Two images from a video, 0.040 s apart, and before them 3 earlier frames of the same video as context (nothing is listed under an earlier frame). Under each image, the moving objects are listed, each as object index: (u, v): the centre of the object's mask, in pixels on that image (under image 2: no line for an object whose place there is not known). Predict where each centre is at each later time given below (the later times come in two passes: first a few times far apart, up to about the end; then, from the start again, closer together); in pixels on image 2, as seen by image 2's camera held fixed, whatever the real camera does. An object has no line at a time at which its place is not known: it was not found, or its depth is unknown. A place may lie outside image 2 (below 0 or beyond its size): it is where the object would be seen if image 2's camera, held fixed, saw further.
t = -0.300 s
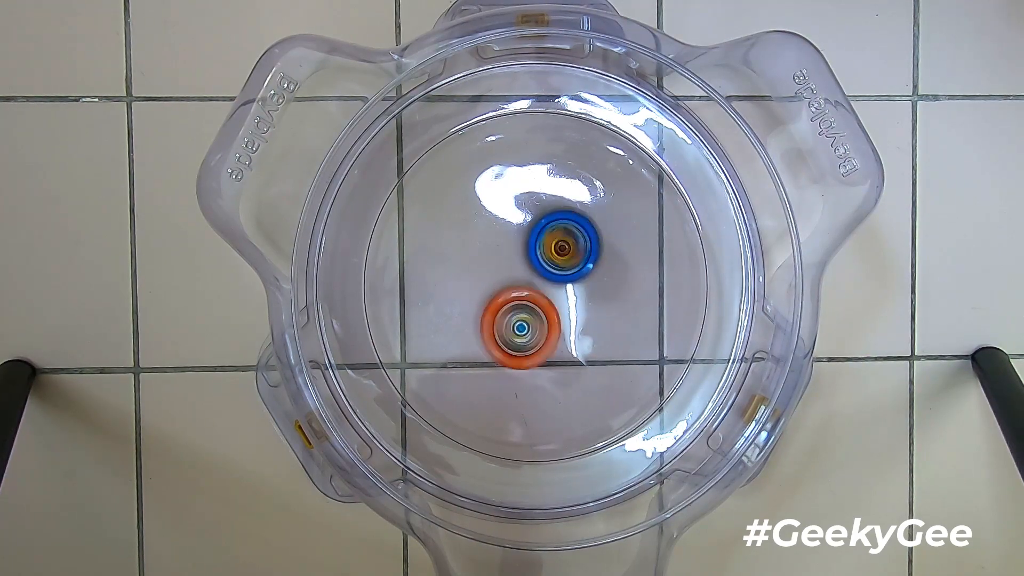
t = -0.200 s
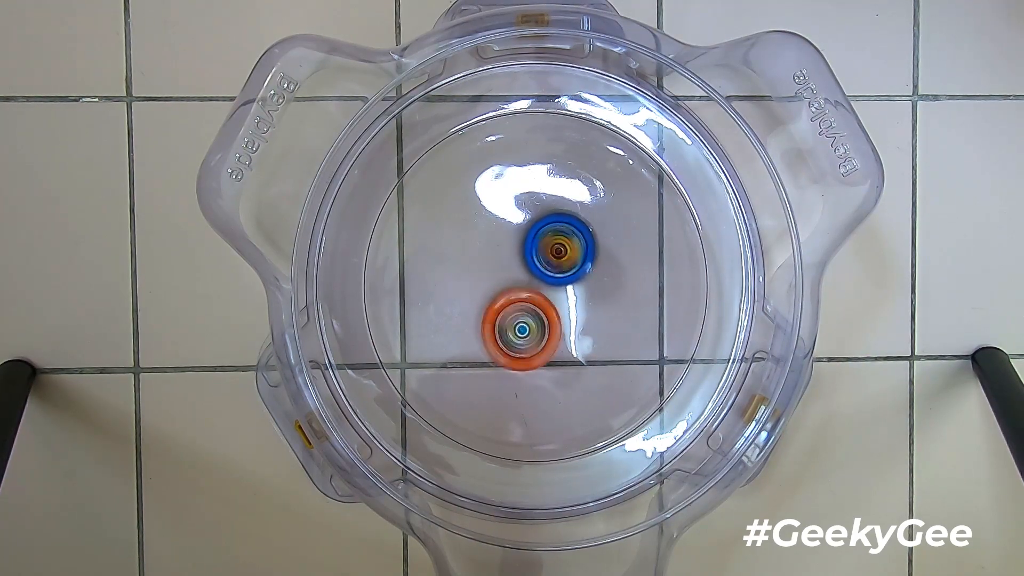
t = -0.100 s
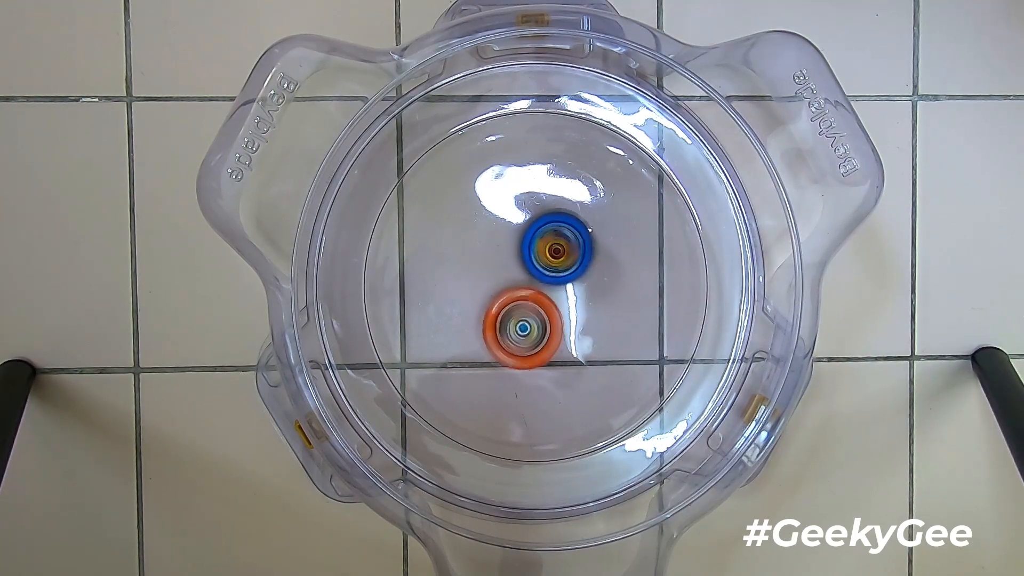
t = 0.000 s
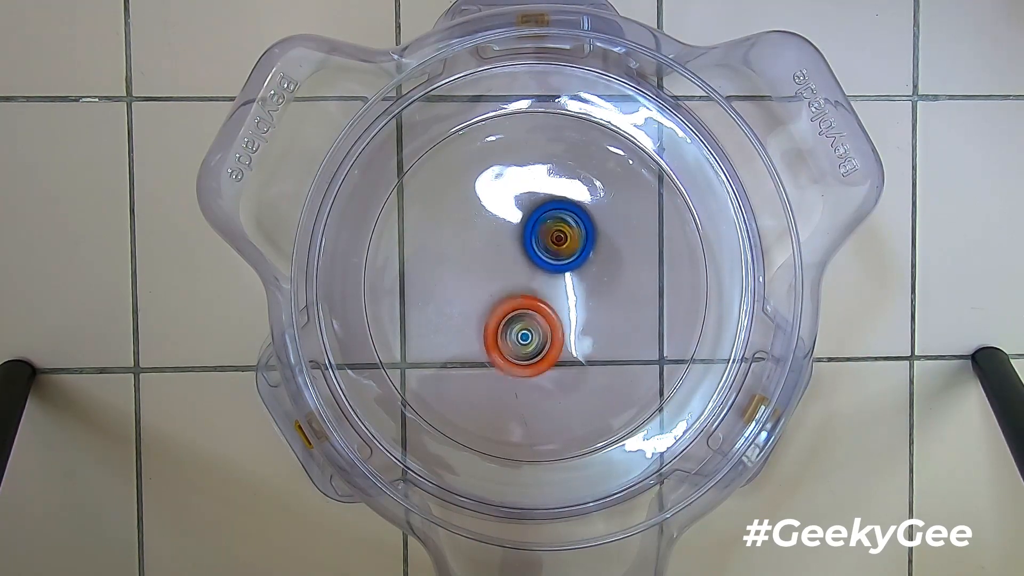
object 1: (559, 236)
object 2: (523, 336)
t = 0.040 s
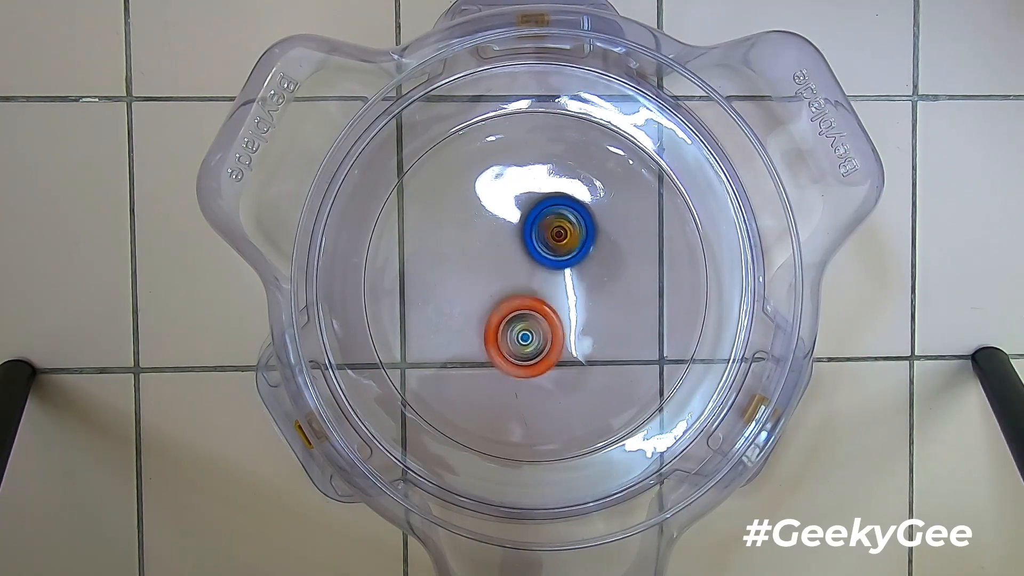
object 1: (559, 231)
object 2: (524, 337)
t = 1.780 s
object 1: (571, 224)
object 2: (516, 329)
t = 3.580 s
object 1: (579, 249)
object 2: (520, 308)
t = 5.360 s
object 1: (510, 227)
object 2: (575, 310)
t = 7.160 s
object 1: (505, 231)
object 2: (591, 350)
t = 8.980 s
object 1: (493, 271)
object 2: (565, 300)
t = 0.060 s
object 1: (558, 232)
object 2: (525, 336)
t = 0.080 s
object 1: (557, 233)
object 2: (525, 336)
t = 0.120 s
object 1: (556, 234)
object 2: (526, 335)
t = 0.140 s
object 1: (556, 234)
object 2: (527, 335)
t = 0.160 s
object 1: (556, 235)
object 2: (527, 334)
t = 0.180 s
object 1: (556, 236)
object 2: (528, 334)
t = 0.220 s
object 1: (556, 239)
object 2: (529, 333)
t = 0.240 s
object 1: (555, 239)
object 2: (529, 332)
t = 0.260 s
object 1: (555, 240)
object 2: (531, 332)
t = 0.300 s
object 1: (553, 243)
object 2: (531, 331)
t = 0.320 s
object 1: (552, 245)
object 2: (531, 331)
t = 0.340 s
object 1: (552, 247)
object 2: (532, 331)
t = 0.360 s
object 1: (551, 248)
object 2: (532, 331)
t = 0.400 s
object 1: (549, 248)
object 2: (531, 334)
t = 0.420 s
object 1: (549, 248)
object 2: (531, 335)
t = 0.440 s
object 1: (548, 249)
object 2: (531, 334)
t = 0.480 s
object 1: (549, 250)
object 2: (531, 333)
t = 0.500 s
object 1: (549, 250)
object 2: (532, 333)
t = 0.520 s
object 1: (548, 251)
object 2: (532, 333)
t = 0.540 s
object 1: (549, 248)
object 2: (531, 336)
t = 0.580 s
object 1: (552, 241)
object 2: (529, 344)
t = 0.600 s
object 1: (552, 239)
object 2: (529, 345)
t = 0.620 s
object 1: (553, 238)
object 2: (528, 346)
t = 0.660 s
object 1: (553, 238)
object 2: (528, 345)
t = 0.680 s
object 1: (552, 239)
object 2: (529, 343)
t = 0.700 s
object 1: (553, 240)
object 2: (528, 342)
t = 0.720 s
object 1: (552, 240)
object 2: (529, 339)
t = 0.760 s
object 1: (553, 242)
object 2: (530, 332)
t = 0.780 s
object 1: (553, 244)
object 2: (530, 329)
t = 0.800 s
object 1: (553, 245)
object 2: (531, 324)
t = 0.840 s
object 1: (555, 241)
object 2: (531, 323)
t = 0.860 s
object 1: (556, 238)
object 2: (530, 324)
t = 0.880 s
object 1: (557, 237)
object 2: (530, 322)
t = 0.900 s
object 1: (557, 237)
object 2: (528, 322)
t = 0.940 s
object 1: (557, 237)
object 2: (528, 318)
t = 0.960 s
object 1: (558, 238)
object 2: (528, 315)
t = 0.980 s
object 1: (558, 238)
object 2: (528, 314)
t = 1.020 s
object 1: (559, 235)
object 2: (528, 312)
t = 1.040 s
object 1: (560, 234)
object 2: (527, 311)
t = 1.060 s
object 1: (560, 233)
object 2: (527, 310)
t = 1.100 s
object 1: (559, 233)
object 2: (528, 309)
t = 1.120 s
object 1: (560, 234)
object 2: (527, 309)
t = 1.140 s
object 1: (560, 233)
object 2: (528, 310)
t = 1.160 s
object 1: (559, 233)
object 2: (526, 310)
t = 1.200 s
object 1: (559, 233)
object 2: (526, 310)
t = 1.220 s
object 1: (559, 233)
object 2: (527, 311)
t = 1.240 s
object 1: (559, 233)
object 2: (527, 312)
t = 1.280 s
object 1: (561, 229)
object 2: (524, 315)
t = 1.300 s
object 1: (563, 227)
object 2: (523, 316)
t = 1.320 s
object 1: (564, 226)
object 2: (523, 317)
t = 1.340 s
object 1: (564, 226)
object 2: (521, 317)
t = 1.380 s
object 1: (564, 227)
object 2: (522, 315)
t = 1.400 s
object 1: (564, 228)
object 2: (523, 315)
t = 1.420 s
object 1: (564, 228)
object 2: (523, 315)
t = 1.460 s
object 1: (563, 230)
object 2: (523, 315)
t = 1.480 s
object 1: (563, 231)
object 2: (524, 314)
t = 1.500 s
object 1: (563, 231)
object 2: (525, 316)
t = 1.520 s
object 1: (563, 232)
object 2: (524, 314)
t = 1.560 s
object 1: (563, 233)
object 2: (525, 315)
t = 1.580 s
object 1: (563, 234)
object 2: (526, 315)
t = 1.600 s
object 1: (562, 235)
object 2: (525, 315)
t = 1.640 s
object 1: (562, 238)
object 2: (526, 315)
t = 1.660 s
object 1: (562, 238)
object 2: (526, 316)
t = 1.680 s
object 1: (564, 234)
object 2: (522, 321)
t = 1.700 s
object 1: (567, 229)
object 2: (521, 324)
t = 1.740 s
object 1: (570, 225)
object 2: (518, 329)
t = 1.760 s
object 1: (571, 223)
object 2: (517, 330)
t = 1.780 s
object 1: (571, 224)
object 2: (516, 329)
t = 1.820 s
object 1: (570, 226)
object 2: (516, 328)
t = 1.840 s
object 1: (571, 227)
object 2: (517, 327)
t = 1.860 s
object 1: (570, 229)
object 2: (517, 325)
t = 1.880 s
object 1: (571, 230)
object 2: (519, 323)
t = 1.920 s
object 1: (571, 233)
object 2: (520, 319)
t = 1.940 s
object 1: (571, 235)
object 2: (521, 319)
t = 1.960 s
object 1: (571, 237)
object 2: (522, 316)
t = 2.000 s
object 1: (571, 240)
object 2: (523, 313)
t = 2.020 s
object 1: (571, 241)
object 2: (526, 311)
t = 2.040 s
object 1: (571, 243)
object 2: (526, 310)
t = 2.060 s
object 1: (572, 240)
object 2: (525, 311)
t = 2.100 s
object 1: (576, 236)
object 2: (522, 314)
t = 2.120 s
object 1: (576, 235)
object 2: (522, 314)
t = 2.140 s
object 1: (575, 235)
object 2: (521, 314)
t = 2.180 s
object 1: (575, 236)
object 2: (521, 313)
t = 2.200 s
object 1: (575, 238)
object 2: (522, 312)
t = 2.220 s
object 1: (575, 239)
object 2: (523, 312)
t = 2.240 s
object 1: (575, 240)
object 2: (523, 311)
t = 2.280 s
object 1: (575, 242)
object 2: (524, 311)
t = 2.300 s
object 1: (575, 243)
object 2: (526, 310)
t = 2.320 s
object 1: (575, 244)
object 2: (525, 310)
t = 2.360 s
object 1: (577, 244)
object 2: (525, 311)
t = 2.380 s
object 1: (578, 243)
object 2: (524, 311)
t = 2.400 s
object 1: (578, 243)
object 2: (523, 312)
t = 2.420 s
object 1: (578, 243)
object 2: (522, 312)
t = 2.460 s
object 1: (577, 245)
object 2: (522, 311)
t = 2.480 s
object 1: (578, 245)
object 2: (523, 310)
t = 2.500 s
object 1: (577, 246)
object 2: (524, 311)
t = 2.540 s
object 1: (577, 248)
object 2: (525, 310)
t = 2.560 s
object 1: (577, 249)
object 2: (525, 310)
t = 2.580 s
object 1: (577, 249)
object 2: (525, 311)
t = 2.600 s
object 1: (578, 249)
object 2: (524, 311)
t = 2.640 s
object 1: (580, 245)
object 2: (520, 316)
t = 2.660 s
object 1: (579, 244)
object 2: (519, 316)
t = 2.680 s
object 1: (579, 245)
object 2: (519, 317)
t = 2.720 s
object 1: (579, 247)
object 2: (519, 316)
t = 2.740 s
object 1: (579, 247)
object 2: (519, 317)
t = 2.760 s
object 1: (579, 248)
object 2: (518, 316)
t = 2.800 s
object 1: (579, 250)
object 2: (519, 315)
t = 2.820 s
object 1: (579, 250)
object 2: (520, 315)
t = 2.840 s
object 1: (578, 251)
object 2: (520, 316)
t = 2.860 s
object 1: (578, 252)
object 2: (521, 315)
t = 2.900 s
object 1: (578, 253)
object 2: (521, 316)
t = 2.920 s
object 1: (578, 253)
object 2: (522, 316)
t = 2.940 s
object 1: (578, 254)
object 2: (521, 315)
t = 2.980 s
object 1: (578, 254)
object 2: (522, 314)
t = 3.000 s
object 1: (578, 255)
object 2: (521, 314)
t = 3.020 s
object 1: (578, 253)
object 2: (520, 314)
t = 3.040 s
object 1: (579, 253)
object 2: (518, 315)
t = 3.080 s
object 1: (577, 254)
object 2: (519, 313)
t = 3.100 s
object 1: (577, 254)
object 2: (518, 311)
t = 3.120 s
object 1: (578, 254)
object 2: (518, 312)
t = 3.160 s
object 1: (579, 254)
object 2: (517, 310)
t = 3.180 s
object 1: (579, 254)
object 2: (517, 310)
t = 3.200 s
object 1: (579, 254)
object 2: (517, 309)
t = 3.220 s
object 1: (579, 253)
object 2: (516, 309)
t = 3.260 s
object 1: (579, 252)
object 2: (516, 307)
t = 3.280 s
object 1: (580, 251)
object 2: (516, 308)
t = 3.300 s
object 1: (580, 251)
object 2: (515, 308)
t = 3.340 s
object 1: (580, 250)
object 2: (517, 308)
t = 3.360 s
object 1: (580, 250)
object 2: (518, 307)
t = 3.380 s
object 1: (580, 251)
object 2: (518, 308)
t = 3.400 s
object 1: (580, 251)
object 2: (518, 308)
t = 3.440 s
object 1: (582, 249)
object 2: (517, 309)
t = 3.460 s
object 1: (583, 248)
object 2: (517, 307)
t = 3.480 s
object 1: (582, 248)
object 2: (518, 307)
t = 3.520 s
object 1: (580, 249)
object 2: (520, 307)
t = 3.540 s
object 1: (580, 249)
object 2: (520, 308)
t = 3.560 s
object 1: (579, 250)
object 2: (520, 308)
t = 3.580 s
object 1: (579, 249)
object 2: (520, 308)
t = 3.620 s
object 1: (580, 245)
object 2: (519, 312)
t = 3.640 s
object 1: (579, 243)
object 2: (518, 313)
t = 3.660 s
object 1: (578, 243)
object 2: (518, 312)
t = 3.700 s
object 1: (576, 243)
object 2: (518, 311)
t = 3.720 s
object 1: (574, 243)
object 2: (520, 311)
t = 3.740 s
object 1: (573, 243)
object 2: (520, 311)
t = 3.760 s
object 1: (572, 241)
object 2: (518, 314)
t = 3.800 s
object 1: (579, 218)
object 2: (506, 333)
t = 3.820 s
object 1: (581, 210)
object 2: (502, 341)
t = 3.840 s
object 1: (582, 203)
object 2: (498, 346)
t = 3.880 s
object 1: (583, 195)
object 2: (493, 354)
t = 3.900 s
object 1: (581, 194)
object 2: (491, 356)
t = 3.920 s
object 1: (580, 195)
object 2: (490, 355)
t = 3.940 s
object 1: (577, 195)
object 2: (491, 355)
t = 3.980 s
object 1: (573, 199)
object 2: (493, 351)
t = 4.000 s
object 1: (570, 201)
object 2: (494, 351)
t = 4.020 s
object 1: (566, 204)
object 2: (496, 349)
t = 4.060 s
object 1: (557, 211)
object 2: (499, 346)
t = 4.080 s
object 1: (551, 214)
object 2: (501, 344)
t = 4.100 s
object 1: (545, 217)
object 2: (503, 343)
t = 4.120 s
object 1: (539, 222)
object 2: (505, 342)
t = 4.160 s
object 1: (529, 233)
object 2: (509, 340)
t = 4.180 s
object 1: (522, 239)
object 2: (509, 338)
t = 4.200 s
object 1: (515, 243)
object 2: (511, 337)
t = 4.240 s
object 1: (501, 253)
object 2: (513, 339)
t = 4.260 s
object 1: (494, 255)
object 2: (515, 341)
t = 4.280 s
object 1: (488, 258)
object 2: (516, 342)
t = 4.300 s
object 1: (481, 262)
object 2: (517, 342)
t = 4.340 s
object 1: (471, 270)
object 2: (517, 342)
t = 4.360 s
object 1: (466, 272)
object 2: (518, 343)
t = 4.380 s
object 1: (461, 274)
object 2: (520, 343)
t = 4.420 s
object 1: (455, 280)
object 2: (522, 343)
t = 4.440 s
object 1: (453, 283)
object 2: (523, 342)
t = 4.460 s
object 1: (452, 285)
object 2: (525, 340)
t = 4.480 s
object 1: (451, 288)
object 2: (525, 339)
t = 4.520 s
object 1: (452, 292)
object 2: (529, 335)
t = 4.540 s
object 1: (452, 293)
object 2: (530, 333)
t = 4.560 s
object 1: (453, 294)
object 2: (532, 332)
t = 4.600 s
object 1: (456, 295)
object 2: (534, 329)
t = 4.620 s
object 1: (458, 296)
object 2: (536, 327)
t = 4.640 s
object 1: (459, 296)
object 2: (537, 327)
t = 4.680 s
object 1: (458, 295)
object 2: (543, 324)
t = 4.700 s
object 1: (458, 295)
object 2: (545, 324)
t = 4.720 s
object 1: (459, 293)
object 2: (546, 322)
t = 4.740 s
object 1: (460, 292)
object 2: (548, 321)
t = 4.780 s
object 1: (462, 290)
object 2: (549, 320)
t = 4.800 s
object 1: (464, 289)
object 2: (549, 320)
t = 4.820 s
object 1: (466, 289)
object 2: (549, 320)
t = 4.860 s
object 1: (472, 287)
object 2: (549, 319)
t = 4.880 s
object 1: (477, 286)
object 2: (550, 319)
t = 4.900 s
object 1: (475, 281)
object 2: (557, 323)
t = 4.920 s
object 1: (472, 274)
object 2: (564, 328)
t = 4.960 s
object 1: (469, 262)
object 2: (579, 334)
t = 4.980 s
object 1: (469, 256)
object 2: (583, 337)
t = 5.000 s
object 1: (471, 252)
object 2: (586, 338)
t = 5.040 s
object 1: (476, 243)
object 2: (588, 340)
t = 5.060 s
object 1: (479, 240)
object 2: (588, 339)
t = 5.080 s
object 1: (482, 237)
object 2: (588, 338)
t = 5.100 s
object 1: (485, 234)
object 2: (586, 337)
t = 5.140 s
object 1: (491, 230)
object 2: (585, 333)
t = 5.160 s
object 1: (494, 228)
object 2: (583, 331)
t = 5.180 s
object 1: (497, 227)
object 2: (582, 329)
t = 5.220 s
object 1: (501, 226)
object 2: (580, 325)
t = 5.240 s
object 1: (504, 226)
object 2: (579, 322)
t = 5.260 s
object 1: (505, 226)
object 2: (579, 319)
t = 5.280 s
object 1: (507, 226)
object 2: (578, 318)
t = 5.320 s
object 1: (508, 227)
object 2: (577, 313)
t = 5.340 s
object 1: (509, 227)
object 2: (576, 312)
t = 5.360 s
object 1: (510, 227)
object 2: (575, 310)
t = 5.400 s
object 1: (511, 228)
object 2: (574, 308)
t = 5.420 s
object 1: (512, 228)
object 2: (573, 306)
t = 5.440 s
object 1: (513, 229)
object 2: (572, 304)
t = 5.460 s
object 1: (514, 229)
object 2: (572, 304)
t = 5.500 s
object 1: (516, 229)
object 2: (569, 300)
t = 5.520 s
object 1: (516, 228)
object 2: (568, 300)
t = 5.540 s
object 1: (517, 229)
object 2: (566, 298)
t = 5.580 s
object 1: (517, 227)
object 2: (566, 297)
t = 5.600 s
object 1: (513, 224)
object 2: (566, 298)
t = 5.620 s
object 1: (513, 223)
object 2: (567, 299)
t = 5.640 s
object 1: (511, 222)
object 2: (568, 301)
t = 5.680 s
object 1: (510, 224)
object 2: (566, 301)
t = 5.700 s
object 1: (512, 226)
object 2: (566, 302)
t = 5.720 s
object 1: (514, 227)
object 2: (564, 302)
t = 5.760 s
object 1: (517, 229)
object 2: (563, 301)
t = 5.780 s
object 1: (519, 228)
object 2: (561, 302)
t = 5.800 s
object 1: (515, 221)
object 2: (563, 311)
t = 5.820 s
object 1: (509, 211)
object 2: (566, 319)
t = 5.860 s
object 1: (502, 198)
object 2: (572, 336)
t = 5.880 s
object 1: (499, 194)
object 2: (574, 343)
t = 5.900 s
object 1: (498, 191)
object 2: (576, 348)
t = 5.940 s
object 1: (496, 192)
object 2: (577, 354)
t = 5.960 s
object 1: (497, 195)
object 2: (577, 356)
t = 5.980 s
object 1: (498, 198)
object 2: (577, 358)
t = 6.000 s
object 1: (499, 200)
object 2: (577, 359)
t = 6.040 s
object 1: (502, 207)
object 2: (576, 360)
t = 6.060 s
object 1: (503, 210)
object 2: (575, 360)
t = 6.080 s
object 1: (504, 214)
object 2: (574, 359)
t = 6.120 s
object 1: (506, 226)
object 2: (570, 358)
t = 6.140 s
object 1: (508, 232)
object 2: (569, 357)
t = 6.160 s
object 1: (509, 238)
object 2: (567, 355)
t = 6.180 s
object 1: (511, 246)
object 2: (564, 354)
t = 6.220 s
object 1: (515, 262)
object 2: (558, 349)
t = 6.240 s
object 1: (517, 269)
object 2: (556, 347)
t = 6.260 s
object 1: (519, 276)
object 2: (554, 347)
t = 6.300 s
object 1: (517, 274)
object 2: (554, 354)
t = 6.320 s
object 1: (517, 274)
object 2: (553, 355)
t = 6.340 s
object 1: (518, 274)
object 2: (551, 355)
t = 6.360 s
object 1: (519, 275)
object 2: (550, 353)
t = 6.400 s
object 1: (521, 272)
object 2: (552, 360)
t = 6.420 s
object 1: (521, 267)
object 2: (552, 362)
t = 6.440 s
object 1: (522, 264)
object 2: (554, 365)
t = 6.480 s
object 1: (526, 261)
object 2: (555, 366)
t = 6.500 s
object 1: (529, 260)
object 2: (555, 366)
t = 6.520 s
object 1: (531, 259)
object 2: (555, 366)
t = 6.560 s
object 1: (537, 258)
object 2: (557, 363)
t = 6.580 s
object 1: (540, 256)
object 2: (557, 363)
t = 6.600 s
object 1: (542, 255)
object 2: (557, 361)
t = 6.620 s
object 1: (544, 254)
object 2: (558, 358)
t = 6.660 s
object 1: (548, 253)
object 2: (560, 353)
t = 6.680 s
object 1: (549, 252)
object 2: (561, 352)
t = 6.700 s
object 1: (551, 251)
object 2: (562, 348)
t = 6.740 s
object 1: (552, 250)
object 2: (565, 343)
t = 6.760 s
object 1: (553, 250)
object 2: (567, 340)
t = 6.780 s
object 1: (553, 250)
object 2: (568, 338)
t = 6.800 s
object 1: (552, 250)
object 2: (570, 335)
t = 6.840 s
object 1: (552, 251)
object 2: (574, 331)
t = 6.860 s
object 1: (552, 252)
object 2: (575, 329)
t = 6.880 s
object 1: (552, 252)
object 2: (578, 329)
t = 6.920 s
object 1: (552, 254)
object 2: (580, 329)
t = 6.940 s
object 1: (552, 254)
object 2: (581, 329)
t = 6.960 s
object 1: (551, 254)
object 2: (582, 329)
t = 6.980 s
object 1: (547, 251)
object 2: (586, 334)
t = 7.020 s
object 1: (535, 240)
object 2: (591, 344)
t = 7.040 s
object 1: (531, 236)
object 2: (593, 347)
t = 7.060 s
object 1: (526, 233)
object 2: (593, 349)
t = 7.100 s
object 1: (516, 231)
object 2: (592, 351)
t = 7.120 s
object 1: (512, 230)
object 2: (592, 351)
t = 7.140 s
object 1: (508, 230)
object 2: (591, 350)
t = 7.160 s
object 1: (505, 231)
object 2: (591, 350)
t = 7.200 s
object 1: (499, 232)
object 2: (588, 348)
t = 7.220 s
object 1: (496, 234)
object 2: (586, 347)
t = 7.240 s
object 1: (494, 236)
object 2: (584, 345)
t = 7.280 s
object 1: (490, 241)
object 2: (581, 341)
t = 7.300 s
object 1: (489, 244)
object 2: (578, 339)
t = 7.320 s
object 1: (490, 247)
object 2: (576, 336)
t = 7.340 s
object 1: (490, 250)
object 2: (573, 334)
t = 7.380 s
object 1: (490, 256)
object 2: (566, 328)
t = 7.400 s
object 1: (492, 259)
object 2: (563, 325)
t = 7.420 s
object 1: (494, 263)
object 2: (561, 321)
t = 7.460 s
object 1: (488, 264)
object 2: (563, 322)
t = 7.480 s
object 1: (481, 264)
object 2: (564, 322)
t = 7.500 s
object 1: (478, 264)
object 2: (567, 321)
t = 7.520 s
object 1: (476, 263)
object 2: (570, 322)
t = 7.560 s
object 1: (473, 261)
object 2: (572, 324)
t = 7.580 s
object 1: (473, 261)
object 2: (572, 322)
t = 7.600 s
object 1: (474, 262)
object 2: (571, 320)
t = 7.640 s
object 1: (475, 263)
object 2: (573, 317)
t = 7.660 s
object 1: (475, 264)
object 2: (573, 316)
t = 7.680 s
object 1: (476, 265)
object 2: (575, 315)
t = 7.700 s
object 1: (477, 266)
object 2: (574, 314)
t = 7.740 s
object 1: (482, 267)
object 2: (576, 311)
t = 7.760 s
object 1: (485, 268)
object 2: (577, 311)
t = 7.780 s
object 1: (488, 269)
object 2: (576, 312)
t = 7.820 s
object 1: (496, 269)
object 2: (574, 310)
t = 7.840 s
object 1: (500, 270)
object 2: (574, 308)
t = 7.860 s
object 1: (504, 269)
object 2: (575, 307)
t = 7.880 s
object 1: (506, 268)
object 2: (576, 306)
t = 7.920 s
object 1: (505, 262)
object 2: (578, 306)
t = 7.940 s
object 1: (504, 261)
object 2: (579, 305)
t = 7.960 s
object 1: (505, 260)
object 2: (580, 304)
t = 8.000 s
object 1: (507, 257)
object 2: (581, 303)
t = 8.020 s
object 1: (508, 256)
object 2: (581, 303)
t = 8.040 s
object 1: (510, 254)
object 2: (580, 301)
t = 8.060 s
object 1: (512, 252)
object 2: (580, 300)
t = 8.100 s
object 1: (513, 247)
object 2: (581, 298)
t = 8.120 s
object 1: (513, 246)
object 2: (580, 297)
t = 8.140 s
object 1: (512, 247)
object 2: (580, 298)
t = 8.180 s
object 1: (513, 246)
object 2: (580, 296)
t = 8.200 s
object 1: (515, 246)
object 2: (580, 294)
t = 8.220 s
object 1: (515, 246)
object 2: (581, 295)
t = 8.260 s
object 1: (518, 247)
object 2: (580, 296)
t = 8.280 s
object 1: (518, 247)
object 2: (580, 297)
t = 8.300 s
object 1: (518, 248)
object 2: (579, 298)
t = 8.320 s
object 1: (517, 248)
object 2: (579, 299)
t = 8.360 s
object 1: (504, 244)
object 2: (584, 305)
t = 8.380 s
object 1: (500, 245)
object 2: (586, 308)
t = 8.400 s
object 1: (497, 245)
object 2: (587, 309)
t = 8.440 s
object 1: (493, 246)
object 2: (589, 311)
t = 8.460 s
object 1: (493, 247)
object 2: (589, 312)
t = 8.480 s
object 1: (493, 249)
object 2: (587, 313)
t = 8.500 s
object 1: (493, 250)
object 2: (586, 312)
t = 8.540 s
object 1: (494, 252)
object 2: (584, 311)
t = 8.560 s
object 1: (496, 254)
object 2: (584, 311)
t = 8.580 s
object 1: (497, 256)
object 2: (583, 311)
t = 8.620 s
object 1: (500, 260)
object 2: (581, 310)
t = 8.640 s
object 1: (502, 262)
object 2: (580, 309)
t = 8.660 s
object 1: (504, 264)
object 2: (578, 310)
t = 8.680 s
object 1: (506, 267)
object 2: (576, 311)
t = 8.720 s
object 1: (506, 268)
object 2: (573, 311)
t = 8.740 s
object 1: (503, 266)
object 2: (573, 313)
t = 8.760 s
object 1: (500, 264)
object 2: (572, 314)
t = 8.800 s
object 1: (495, 263)
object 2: (570, 314)
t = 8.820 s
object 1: (494, 263)
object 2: (569, 312)
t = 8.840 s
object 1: (494, 264)
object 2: (568, 311)
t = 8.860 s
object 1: (494, 265)
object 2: (567, 309)
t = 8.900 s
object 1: (494, 269)
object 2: (562, 304)
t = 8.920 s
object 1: (496, 271)
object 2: (562, 302)
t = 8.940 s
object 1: (496, 271)
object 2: (563, 301)
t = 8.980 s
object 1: (493, 271)
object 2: (565, 300)
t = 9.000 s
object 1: (492, 270)
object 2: (565, 299)
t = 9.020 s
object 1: (491, 270)
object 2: (565, 298)
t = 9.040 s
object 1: (491, 270)
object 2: (564, 297)
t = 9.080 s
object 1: (490, 269)
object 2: (564, 296)
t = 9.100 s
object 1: (489, 270)
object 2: (564, 296)
